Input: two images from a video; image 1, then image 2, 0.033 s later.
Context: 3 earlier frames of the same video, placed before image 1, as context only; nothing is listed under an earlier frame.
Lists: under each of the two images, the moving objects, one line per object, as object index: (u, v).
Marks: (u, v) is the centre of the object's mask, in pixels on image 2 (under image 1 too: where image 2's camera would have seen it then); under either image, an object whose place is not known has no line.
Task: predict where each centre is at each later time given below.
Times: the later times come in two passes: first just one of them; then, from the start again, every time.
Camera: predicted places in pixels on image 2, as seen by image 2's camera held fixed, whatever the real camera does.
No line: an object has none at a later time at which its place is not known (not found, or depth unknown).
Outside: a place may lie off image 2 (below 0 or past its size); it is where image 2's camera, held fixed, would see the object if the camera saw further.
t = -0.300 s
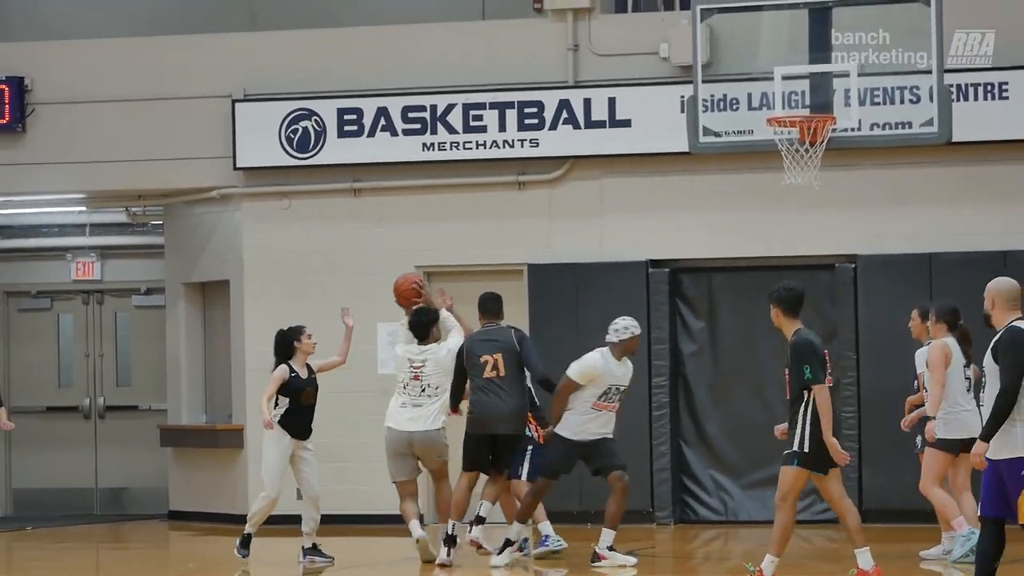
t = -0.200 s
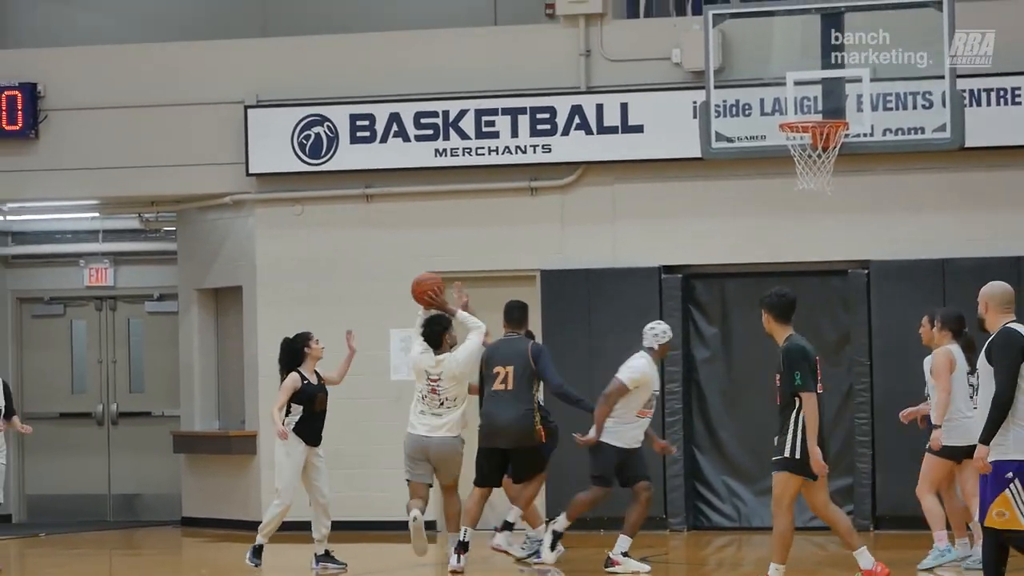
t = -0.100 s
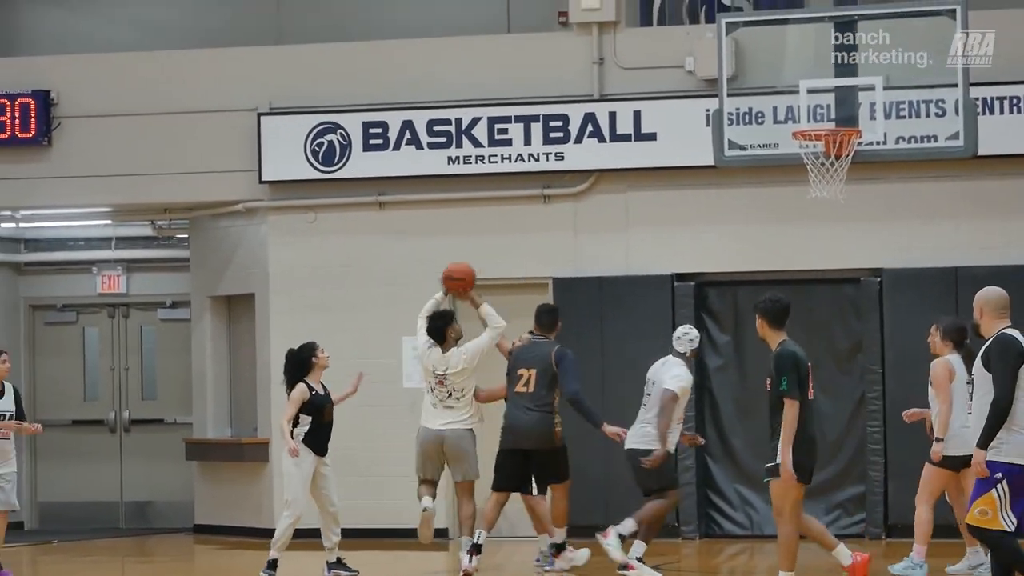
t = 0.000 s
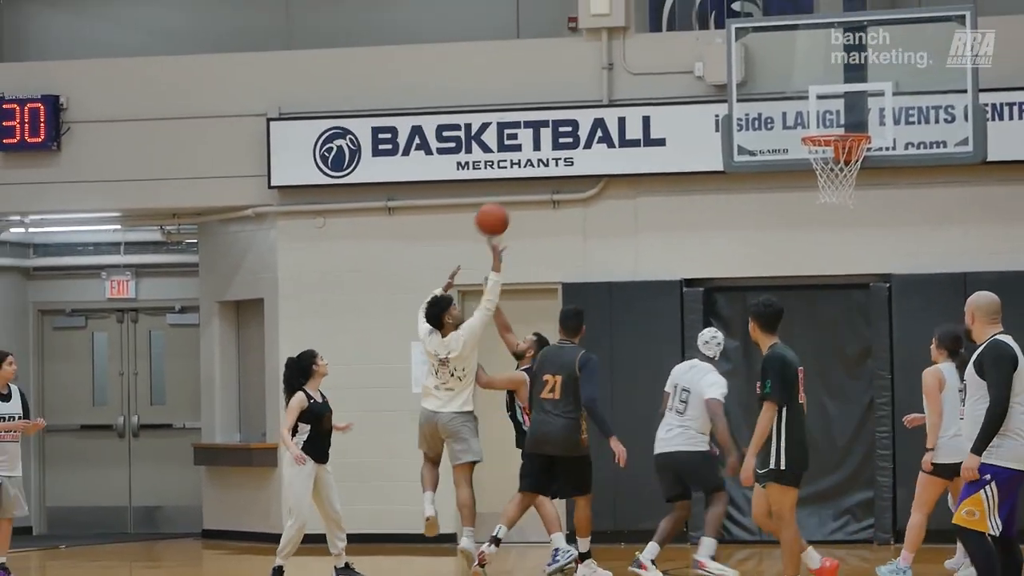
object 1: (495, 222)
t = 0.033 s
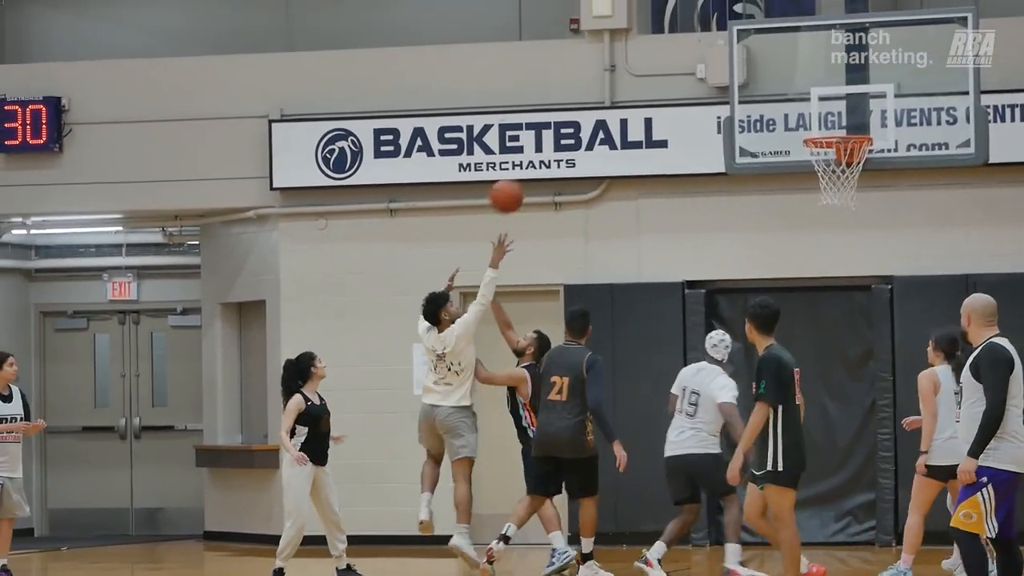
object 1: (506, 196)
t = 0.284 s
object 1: (601, 54)
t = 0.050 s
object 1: (512, 185)
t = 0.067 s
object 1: (518, 174)
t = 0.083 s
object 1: (525, 161)
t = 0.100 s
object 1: (531, 150)
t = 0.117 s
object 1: (537, 139)
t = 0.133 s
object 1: (543, 130)
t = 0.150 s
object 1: (549, 119)
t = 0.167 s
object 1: (556, 110)
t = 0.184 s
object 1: (563, 101)
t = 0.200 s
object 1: (569, 93)
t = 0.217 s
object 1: (576, 84)
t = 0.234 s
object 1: (583, 76)
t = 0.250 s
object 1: (588, 69)
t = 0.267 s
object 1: (595, 61)
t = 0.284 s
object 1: (601, 54)
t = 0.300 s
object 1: (608, 47)
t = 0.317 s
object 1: (613, 42)
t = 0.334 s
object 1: (620, 37)
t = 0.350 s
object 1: (627, 31)
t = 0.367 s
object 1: (634, 26)
